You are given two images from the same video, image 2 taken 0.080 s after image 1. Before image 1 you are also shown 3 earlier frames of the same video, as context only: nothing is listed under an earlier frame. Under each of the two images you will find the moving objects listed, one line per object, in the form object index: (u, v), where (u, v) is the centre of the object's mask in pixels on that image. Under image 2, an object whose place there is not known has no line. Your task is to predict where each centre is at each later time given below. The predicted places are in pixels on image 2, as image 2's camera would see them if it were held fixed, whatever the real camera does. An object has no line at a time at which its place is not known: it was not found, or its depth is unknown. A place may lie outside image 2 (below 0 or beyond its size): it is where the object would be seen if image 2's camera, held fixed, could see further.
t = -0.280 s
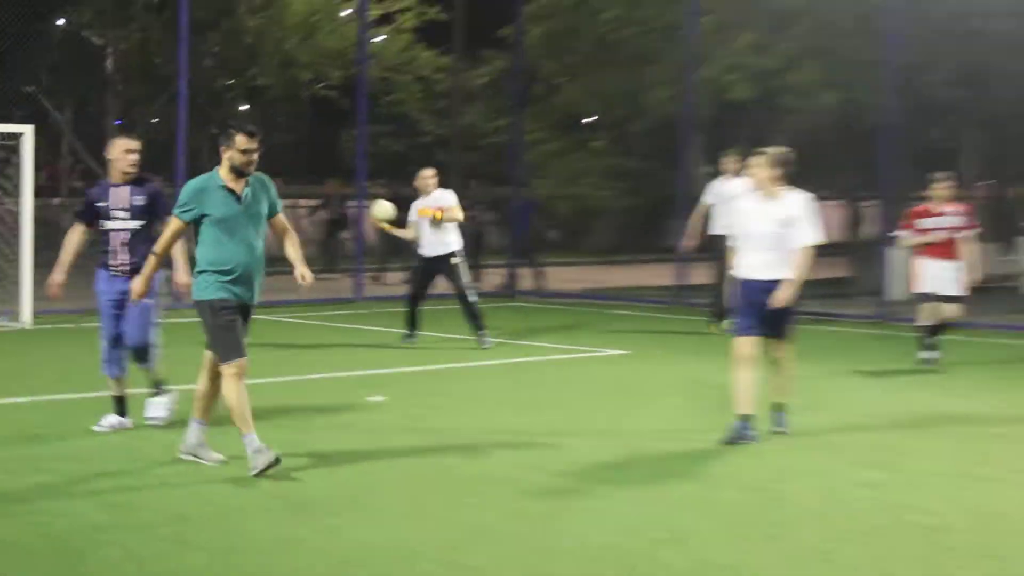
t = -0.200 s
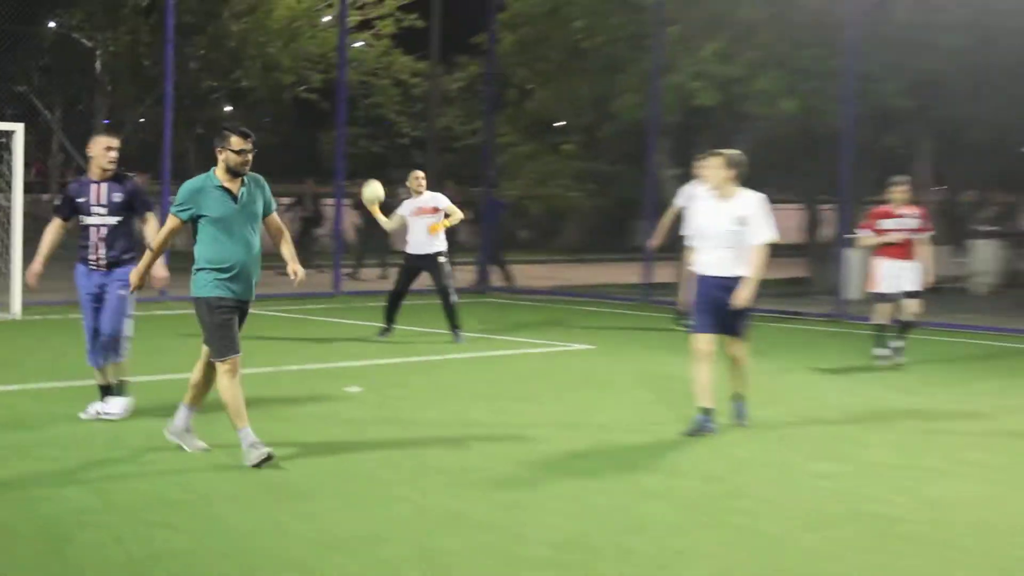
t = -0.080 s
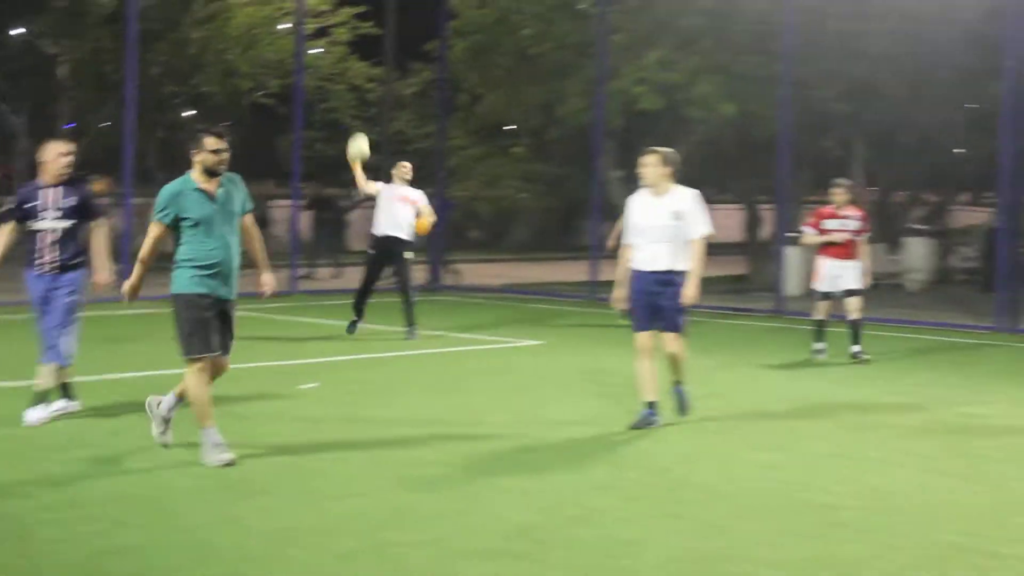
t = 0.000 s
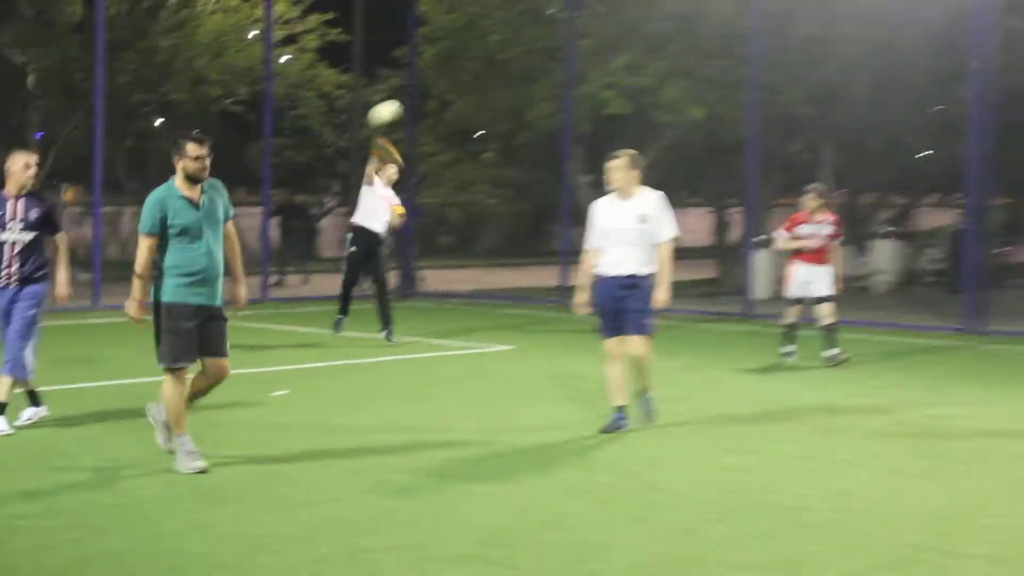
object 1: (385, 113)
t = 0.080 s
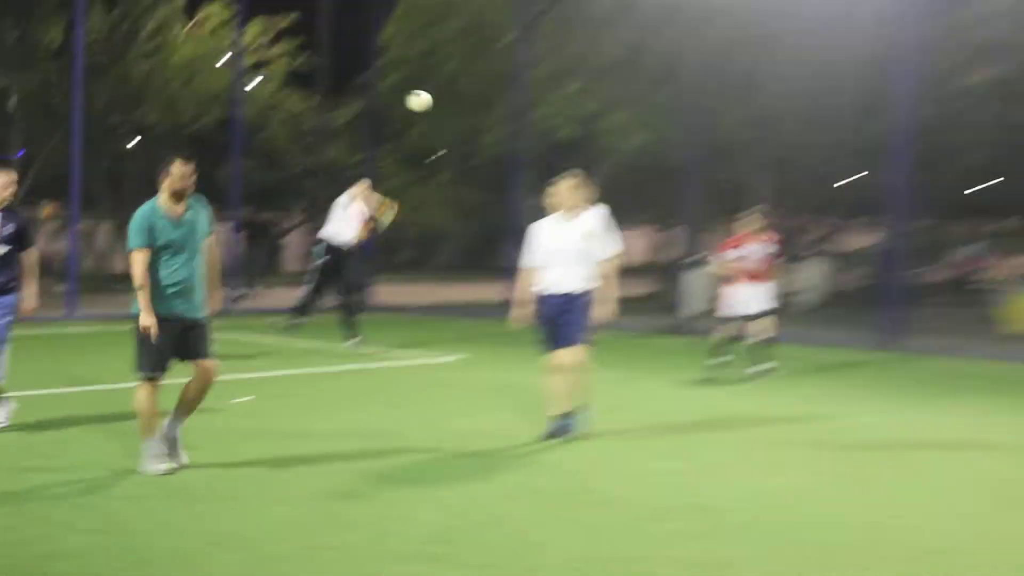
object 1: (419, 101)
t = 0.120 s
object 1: (457, 86)
